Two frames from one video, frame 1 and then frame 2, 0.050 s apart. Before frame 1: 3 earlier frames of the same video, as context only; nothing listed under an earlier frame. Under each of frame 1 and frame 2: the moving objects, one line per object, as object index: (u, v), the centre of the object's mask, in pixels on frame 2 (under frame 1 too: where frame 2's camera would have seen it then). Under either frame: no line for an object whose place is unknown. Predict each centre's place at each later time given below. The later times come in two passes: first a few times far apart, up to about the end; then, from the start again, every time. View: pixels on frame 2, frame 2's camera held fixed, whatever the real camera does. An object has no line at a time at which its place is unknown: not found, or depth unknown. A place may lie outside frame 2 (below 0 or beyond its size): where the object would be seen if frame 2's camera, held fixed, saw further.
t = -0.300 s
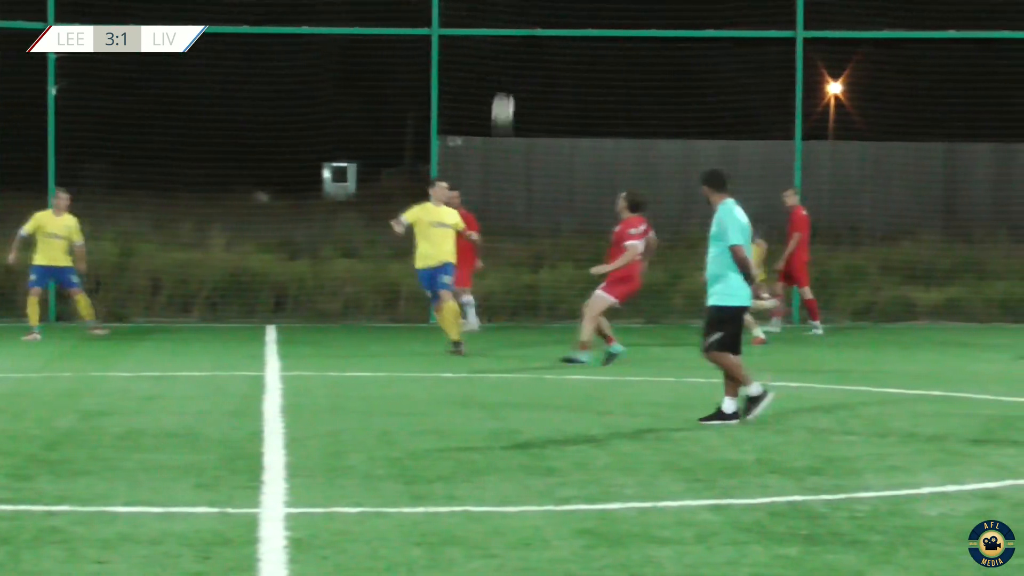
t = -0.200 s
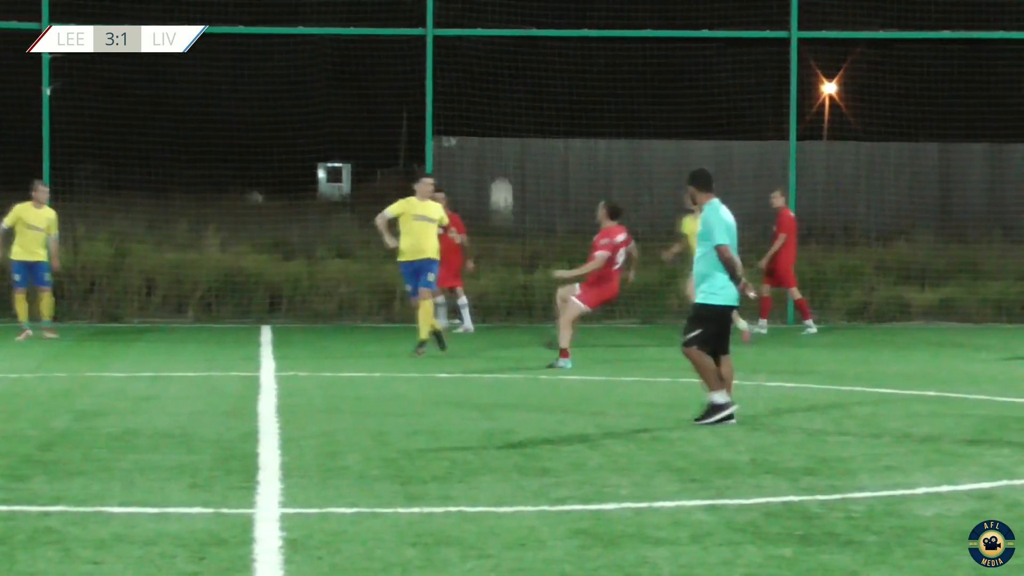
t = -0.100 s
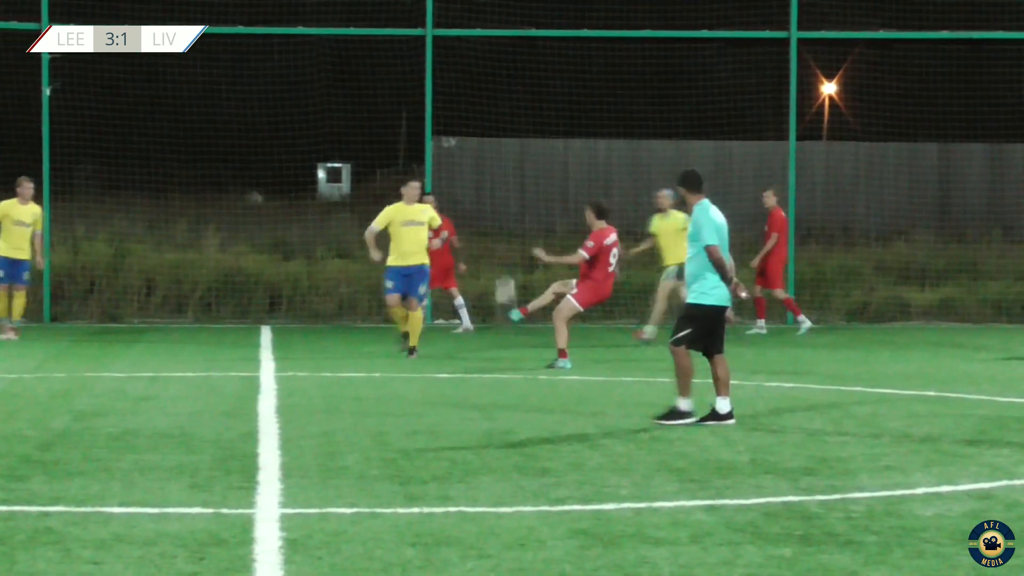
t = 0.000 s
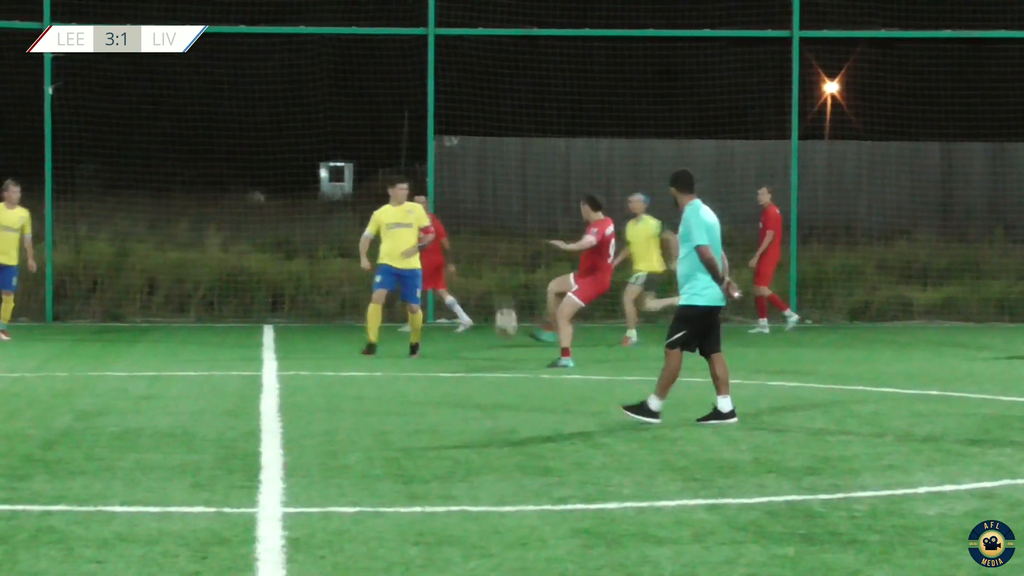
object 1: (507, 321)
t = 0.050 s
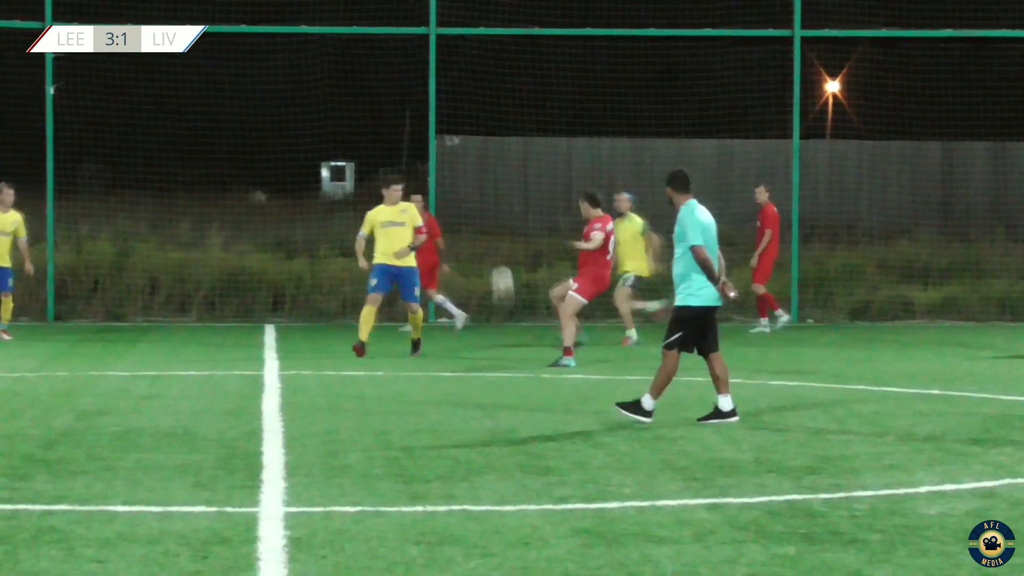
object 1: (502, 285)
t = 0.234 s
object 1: (483, 178)
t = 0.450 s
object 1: (465, 97)
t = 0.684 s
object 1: (442, 60)
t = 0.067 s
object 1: (500, 273)
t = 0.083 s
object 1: (498, 261)
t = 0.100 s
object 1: (497, 249)
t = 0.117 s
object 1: (496, 242)
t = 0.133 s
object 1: (493, 232)
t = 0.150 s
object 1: (492, 224)
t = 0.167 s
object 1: (490, 214)
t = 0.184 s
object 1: (488, 204)
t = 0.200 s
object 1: (486, 193)
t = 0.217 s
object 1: (485, 188)
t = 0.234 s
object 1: (483, 178)
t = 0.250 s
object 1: (482, 170)
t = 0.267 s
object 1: (480, 163)
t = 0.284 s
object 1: (479, 154)
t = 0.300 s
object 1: (477, 146)
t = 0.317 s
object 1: (476, 141)
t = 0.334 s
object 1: (475, 134)
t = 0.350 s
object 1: (473, 128)
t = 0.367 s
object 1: (472, 122)
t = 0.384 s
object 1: (470, 116)
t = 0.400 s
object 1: (469, 112)
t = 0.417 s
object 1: (468, 107)
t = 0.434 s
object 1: (466, 102)
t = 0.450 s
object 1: (465, 97)
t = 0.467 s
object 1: (463, 94)
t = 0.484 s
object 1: (462, 89)
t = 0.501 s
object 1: (461, 86)
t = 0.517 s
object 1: (460, 83)
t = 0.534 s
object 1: (458, 80)
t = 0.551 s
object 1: (457, 77)
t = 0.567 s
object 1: (456, 75)
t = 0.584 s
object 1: (454, 72)
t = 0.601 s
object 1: (452, 70)
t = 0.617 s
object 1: (450, 67)
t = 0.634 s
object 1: (449, 66)
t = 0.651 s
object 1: (446, 64)
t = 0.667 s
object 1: (444, 62)
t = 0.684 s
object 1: (442, 60)
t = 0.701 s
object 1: (440, 59)
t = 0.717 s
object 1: (438, 58)
